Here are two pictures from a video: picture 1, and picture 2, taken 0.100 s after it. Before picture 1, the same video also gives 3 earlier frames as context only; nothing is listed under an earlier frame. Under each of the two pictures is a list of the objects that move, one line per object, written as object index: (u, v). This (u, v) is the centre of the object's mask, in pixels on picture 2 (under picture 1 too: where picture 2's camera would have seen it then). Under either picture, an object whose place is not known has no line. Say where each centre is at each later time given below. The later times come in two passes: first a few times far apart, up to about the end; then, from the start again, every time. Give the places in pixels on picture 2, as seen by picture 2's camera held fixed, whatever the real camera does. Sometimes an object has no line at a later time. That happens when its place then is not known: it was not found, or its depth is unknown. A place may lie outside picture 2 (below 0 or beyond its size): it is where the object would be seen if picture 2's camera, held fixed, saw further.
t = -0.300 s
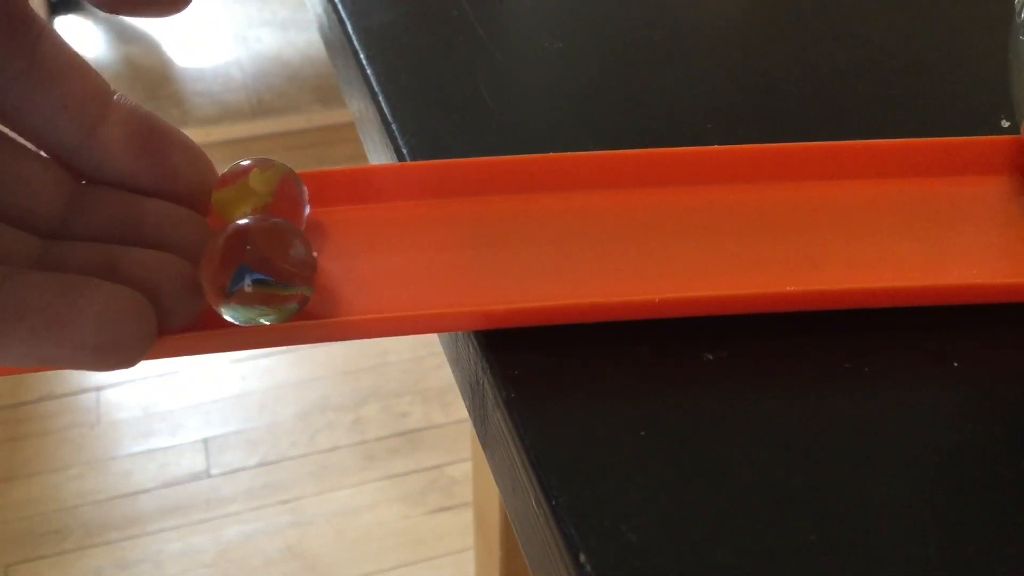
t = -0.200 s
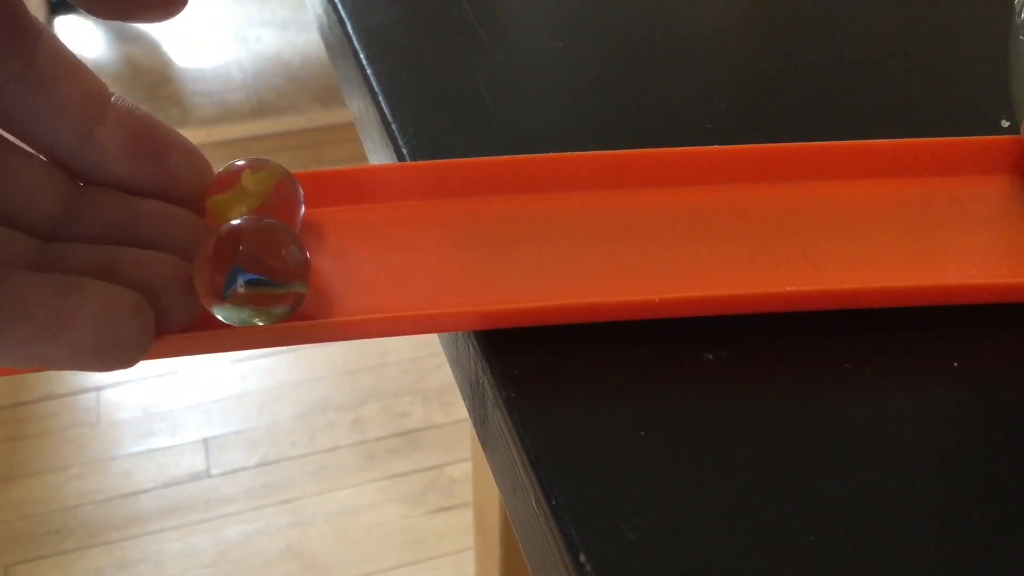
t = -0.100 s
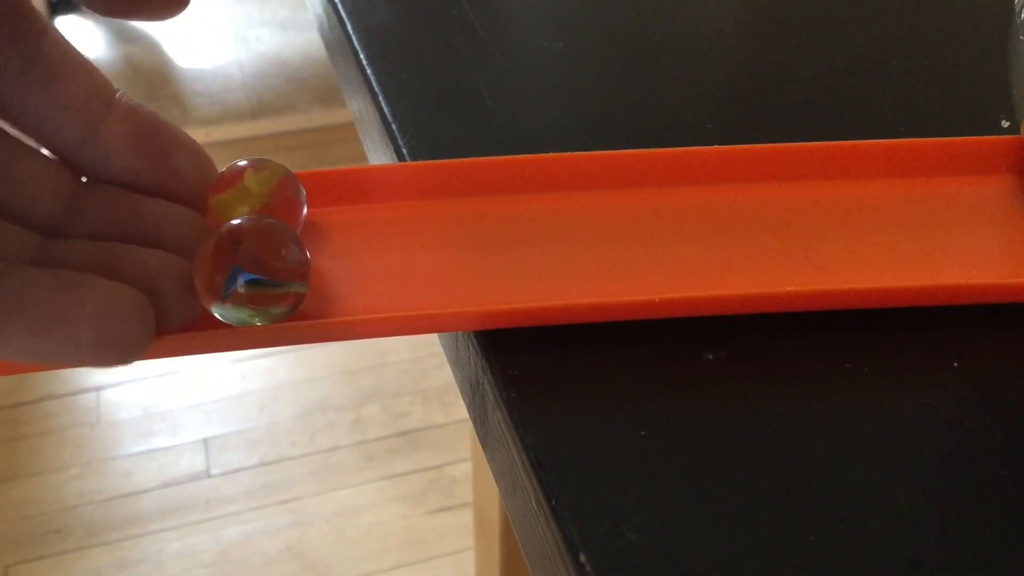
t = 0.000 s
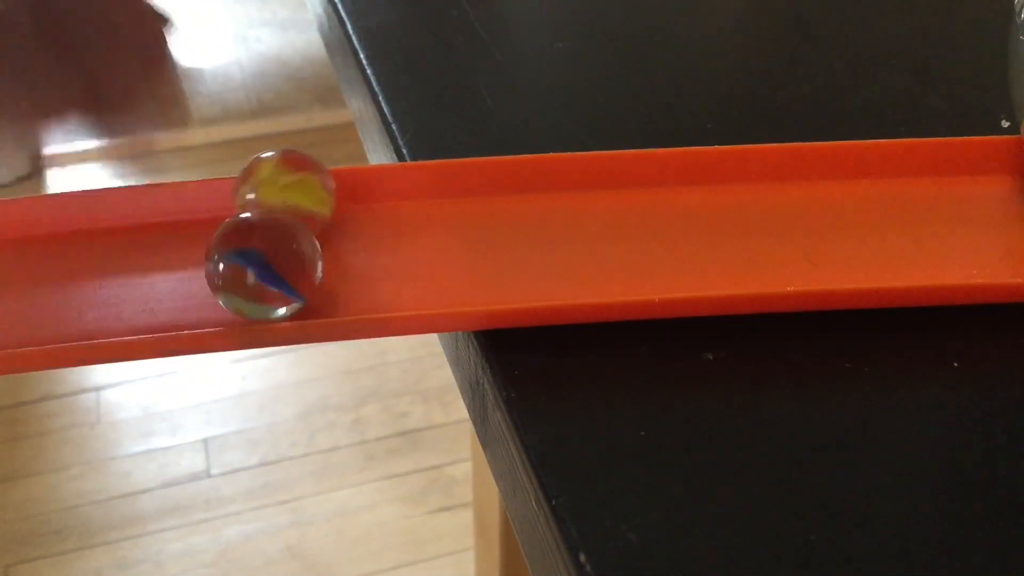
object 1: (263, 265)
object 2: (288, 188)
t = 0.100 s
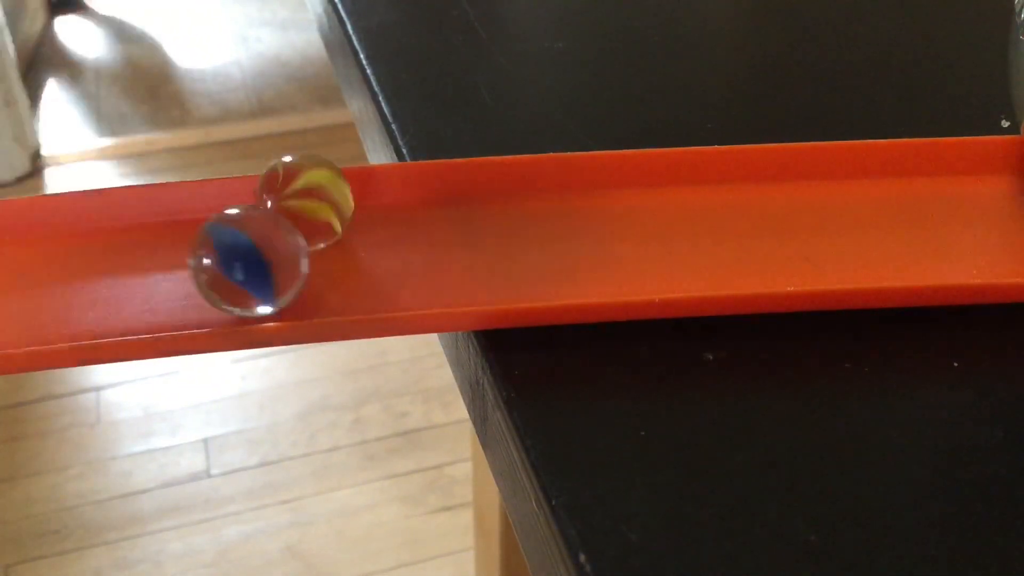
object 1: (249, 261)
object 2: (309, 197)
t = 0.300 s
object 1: (141, 260)
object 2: (281, 219)
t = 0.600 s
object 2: (107, 217)
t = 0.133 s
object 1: (240, 259)
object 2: (309, 202)
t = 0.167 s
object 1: (226, 259)
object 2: (306, 207)
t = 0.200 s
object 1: (210, 257)
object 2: (301, 212)
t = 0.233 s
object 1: (190, 257)
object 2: (295, 215)
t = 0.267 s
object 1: (168, 258)
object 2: (289, 217)
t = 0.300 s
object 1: (141, 260)
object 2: (281, 219)
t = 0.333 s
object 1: (111, 260)
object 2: (271, 220)
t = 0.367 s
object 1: (79, 261)
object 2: (260, 221)
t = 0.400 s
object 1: (48, 263)
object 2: (244, 222)
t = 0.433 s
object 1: (31, 265)
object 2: (228, 222)
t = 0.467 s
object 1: (12, 270)
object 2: (207, 222)
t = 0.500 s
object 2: (186, 221)
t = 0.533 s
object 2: (162, 218)
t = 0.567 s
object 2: (137, 217)
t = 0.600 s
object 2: (107, 217)
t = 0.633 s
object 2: (69, 220)
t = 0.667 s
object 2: (38, 227)
